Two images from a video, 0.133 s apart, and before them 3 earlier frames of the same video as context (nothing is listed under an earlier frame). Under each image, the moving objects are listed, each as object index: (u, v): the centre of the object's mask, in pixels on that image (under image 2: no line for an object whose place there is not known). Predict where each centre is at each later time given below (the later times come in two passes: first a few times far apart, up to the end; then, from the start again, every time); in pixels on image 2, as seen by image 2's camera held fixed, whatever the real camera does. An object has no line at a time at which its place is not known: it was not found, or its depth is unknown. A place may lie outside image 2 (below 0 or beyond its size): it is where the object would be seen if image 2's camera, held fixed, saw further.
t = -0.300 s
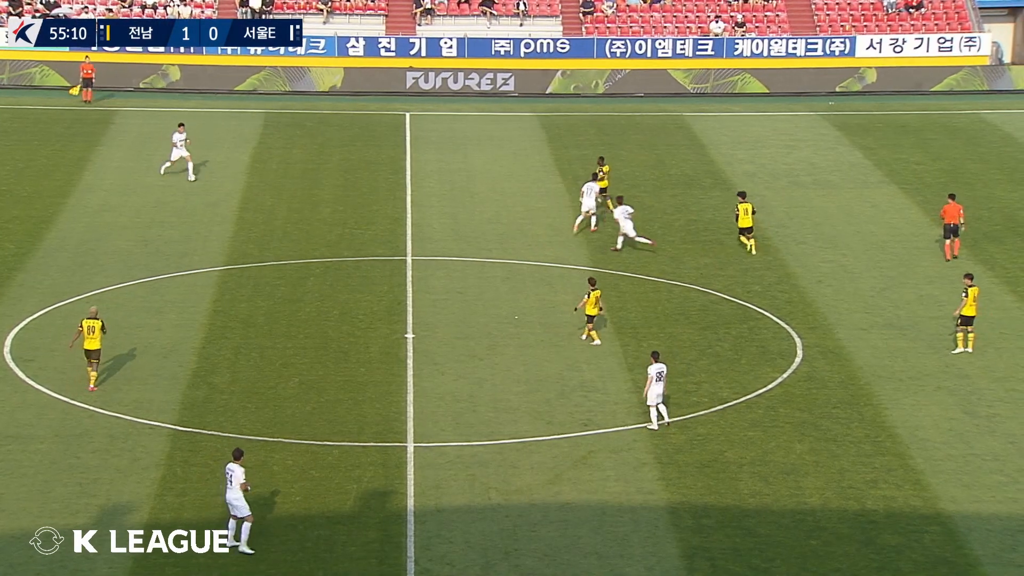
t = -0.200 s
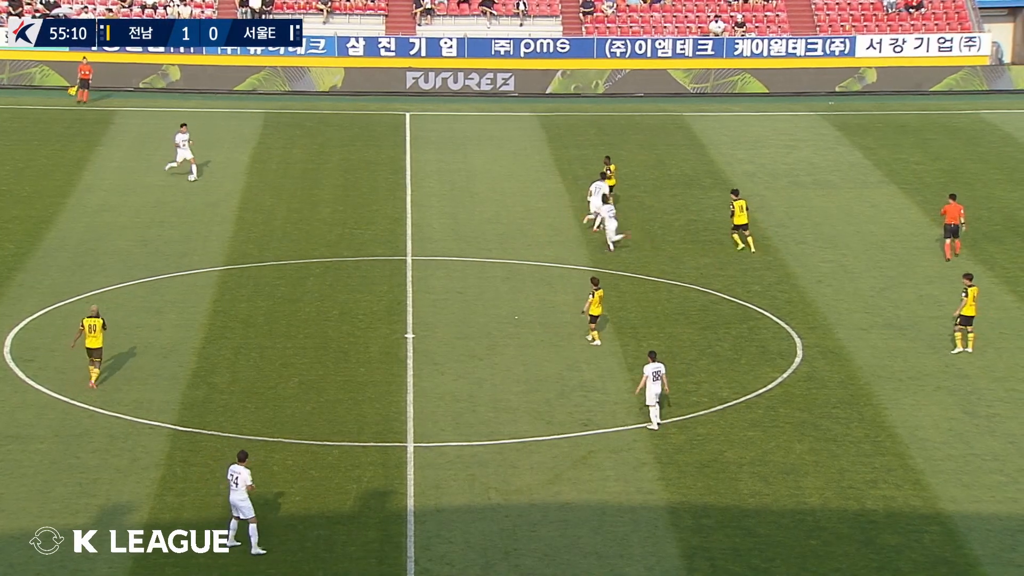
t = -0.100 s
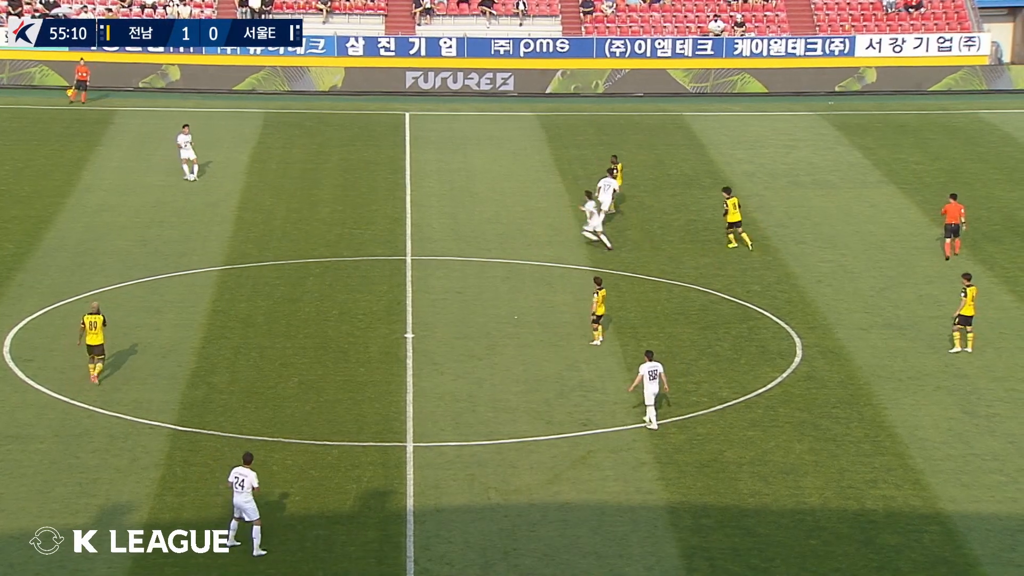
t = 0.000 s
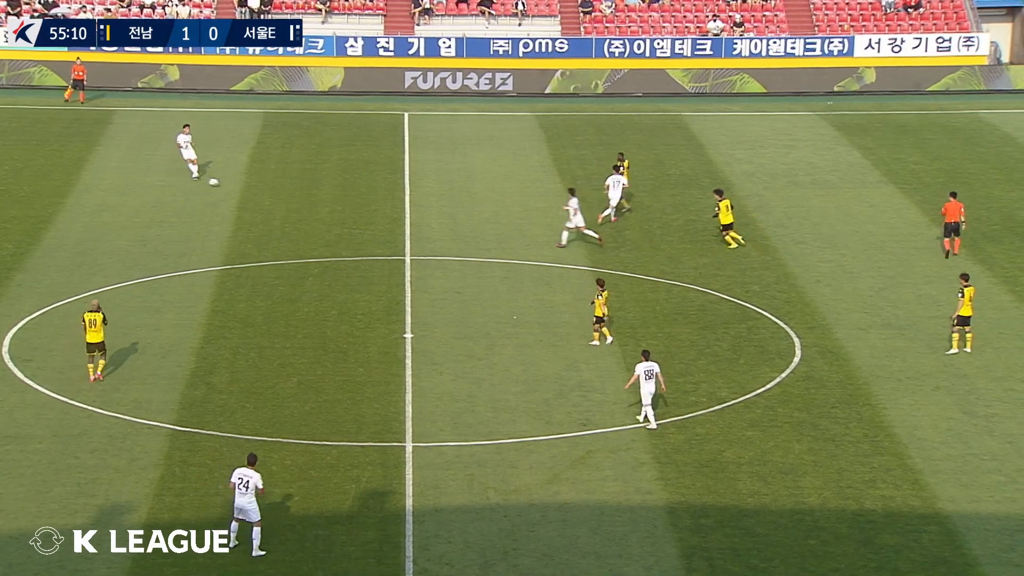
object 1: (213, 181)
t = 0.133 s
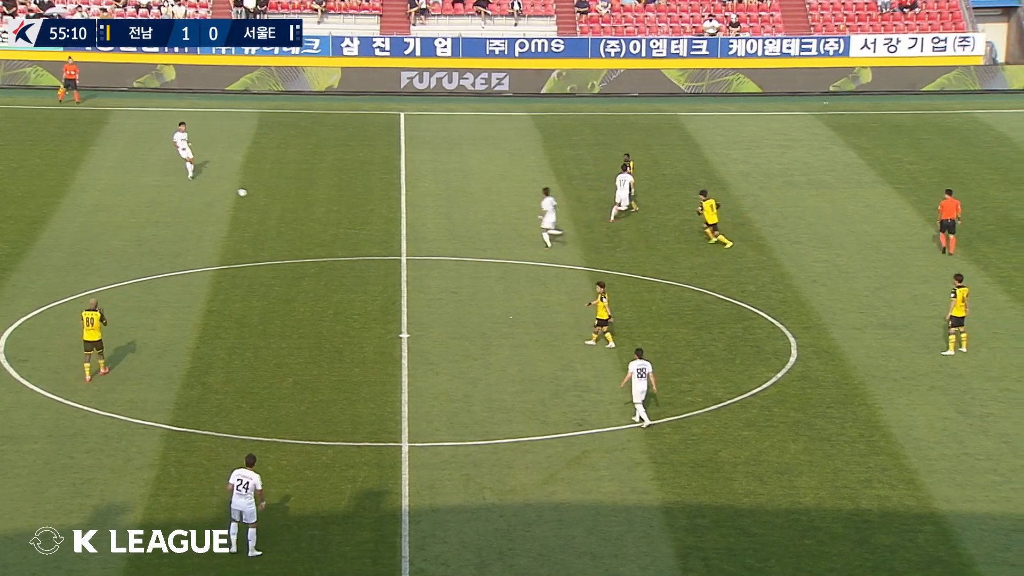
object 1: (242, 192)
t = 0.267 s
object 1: (271, 199)
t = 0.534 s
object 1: (325, 216)
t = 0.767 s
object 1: (366, 231)
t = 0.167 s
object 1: (249, 192)
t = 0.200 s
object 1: (256, 195)
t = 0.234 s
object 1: (264, 197)
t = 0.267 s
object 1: (271, 199)
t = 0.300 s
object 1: (278, 200)
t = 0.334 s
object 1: (286, 203)
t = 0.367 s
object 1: (292, 206)
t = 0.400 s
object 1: (299, 209)
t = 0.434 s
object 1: (306, 212)
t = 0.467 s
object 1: (312, 213)
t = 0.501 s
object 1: (319, 214)
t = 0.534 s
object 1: (325, 216)
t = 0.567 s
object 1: (331, 218)
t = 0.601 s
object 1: (337, 220)
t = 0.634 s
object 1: (343, 223)
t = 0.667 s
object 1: (349, 226)
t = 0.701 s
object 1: (355, 229)
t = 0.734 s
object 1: (361, 230)
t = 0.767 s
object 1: (366, 231)
